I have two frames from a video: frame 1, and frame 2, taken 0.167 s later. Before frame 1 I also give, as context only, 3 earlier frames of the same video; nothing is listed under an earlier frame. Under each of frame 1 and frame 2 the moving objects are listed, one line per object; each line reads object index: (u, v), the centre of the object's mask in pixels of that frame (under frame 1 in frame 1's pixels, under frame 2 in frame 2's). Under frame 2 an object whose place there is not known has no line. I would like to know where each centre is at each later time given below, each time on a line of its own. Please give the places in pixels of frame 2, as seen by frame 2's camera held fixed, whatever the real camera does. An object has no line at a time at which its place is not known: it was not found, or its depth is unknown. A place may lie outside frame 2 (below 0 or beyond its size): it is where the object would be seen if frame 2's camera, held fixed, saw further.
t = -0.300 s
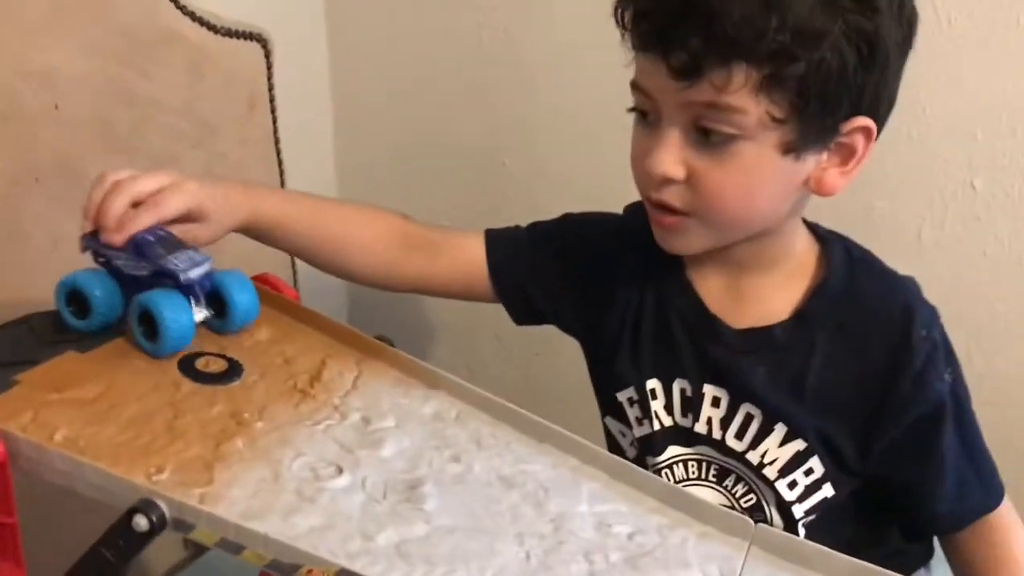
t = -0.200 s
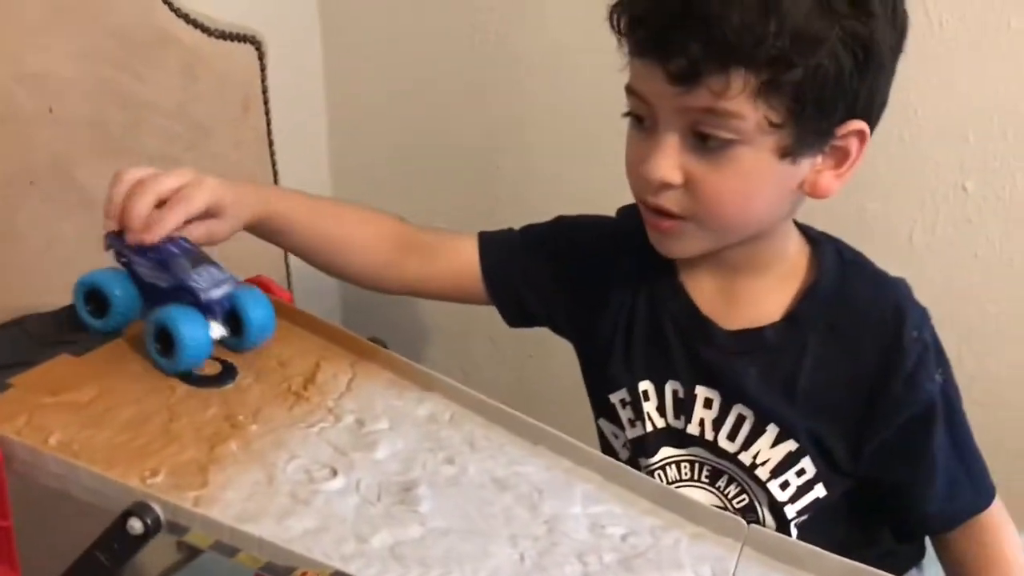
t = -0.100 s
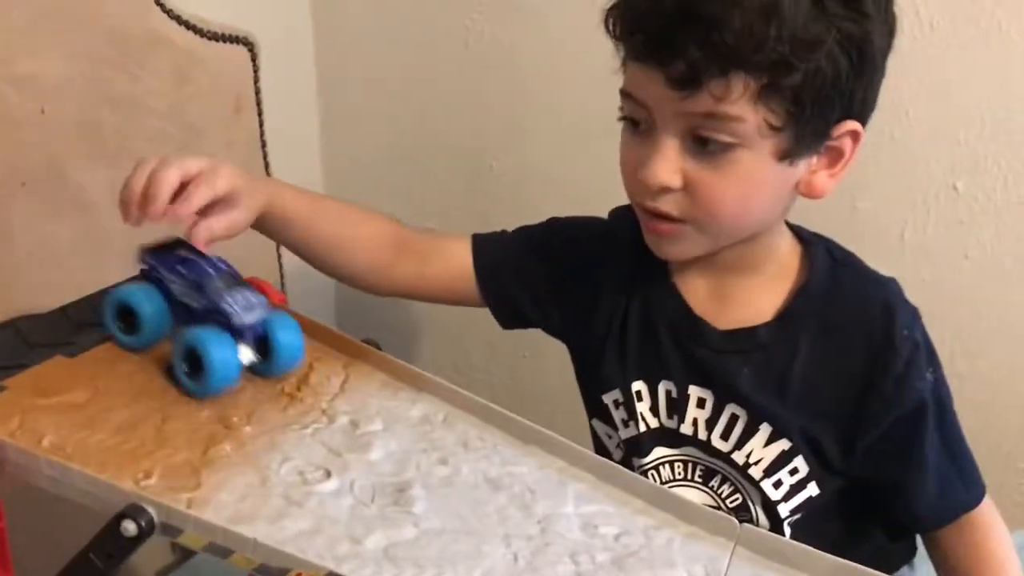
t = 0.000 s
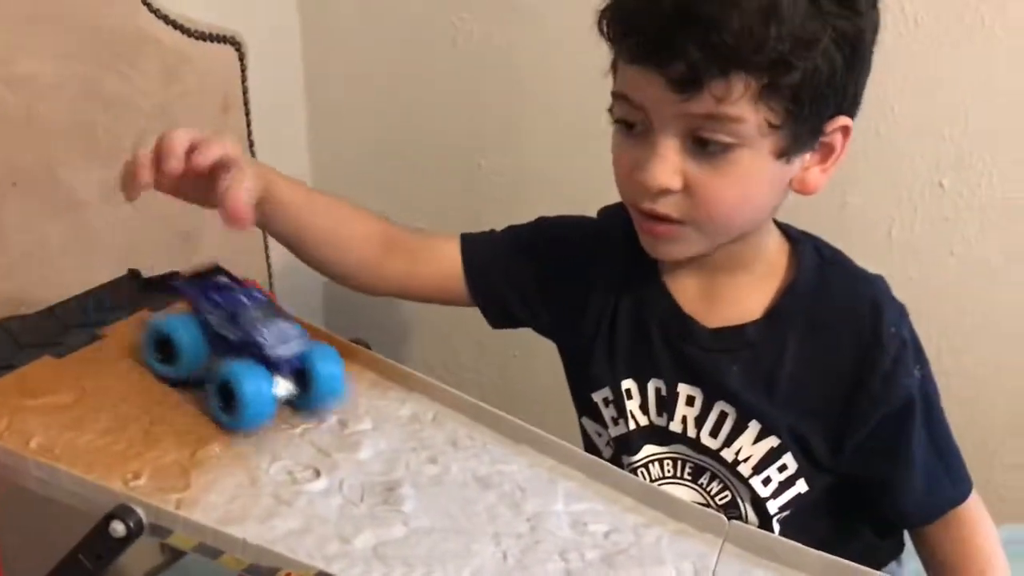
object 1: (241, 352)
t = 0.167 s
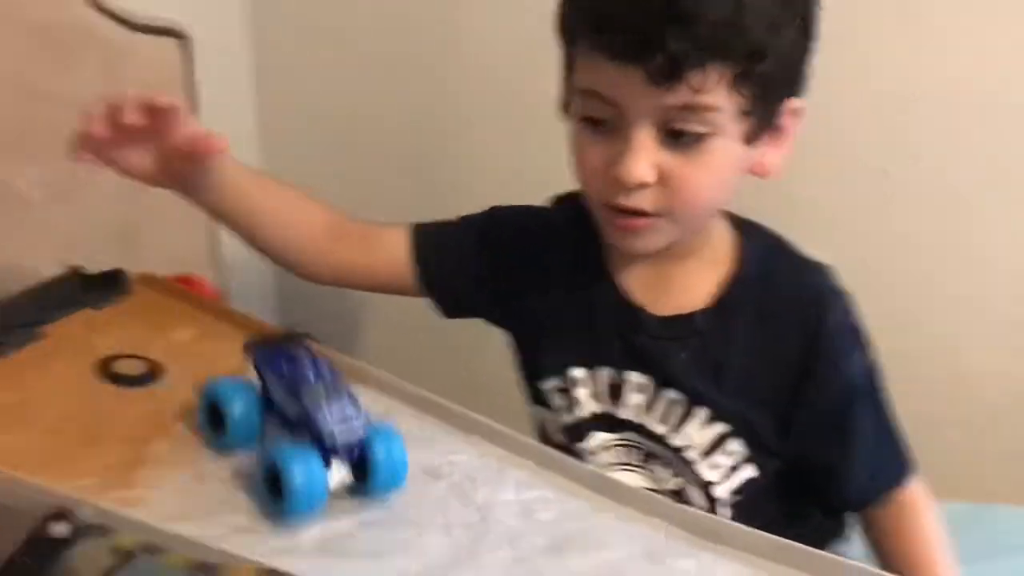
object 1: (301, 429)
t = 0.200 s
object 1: (326, 452)
